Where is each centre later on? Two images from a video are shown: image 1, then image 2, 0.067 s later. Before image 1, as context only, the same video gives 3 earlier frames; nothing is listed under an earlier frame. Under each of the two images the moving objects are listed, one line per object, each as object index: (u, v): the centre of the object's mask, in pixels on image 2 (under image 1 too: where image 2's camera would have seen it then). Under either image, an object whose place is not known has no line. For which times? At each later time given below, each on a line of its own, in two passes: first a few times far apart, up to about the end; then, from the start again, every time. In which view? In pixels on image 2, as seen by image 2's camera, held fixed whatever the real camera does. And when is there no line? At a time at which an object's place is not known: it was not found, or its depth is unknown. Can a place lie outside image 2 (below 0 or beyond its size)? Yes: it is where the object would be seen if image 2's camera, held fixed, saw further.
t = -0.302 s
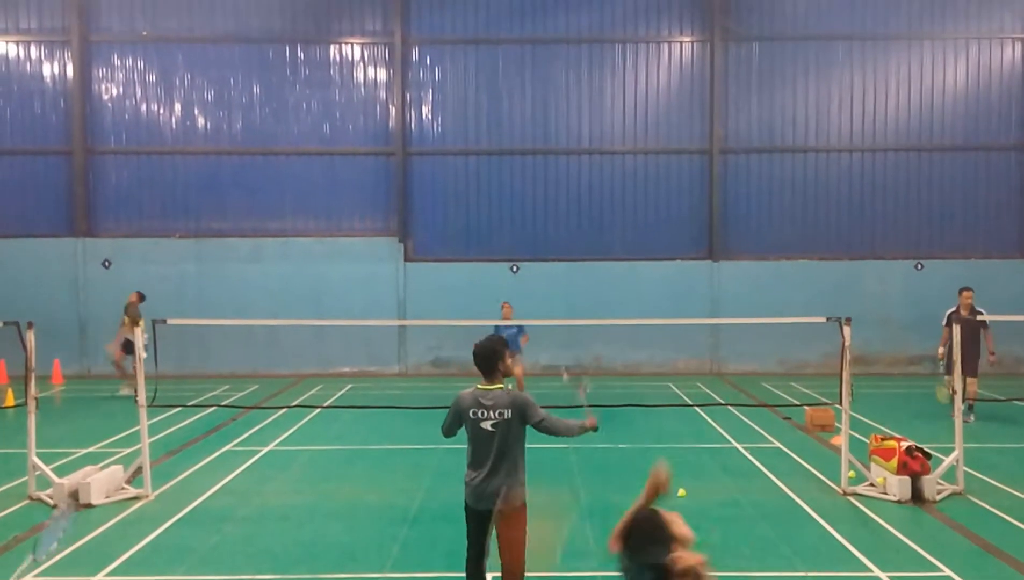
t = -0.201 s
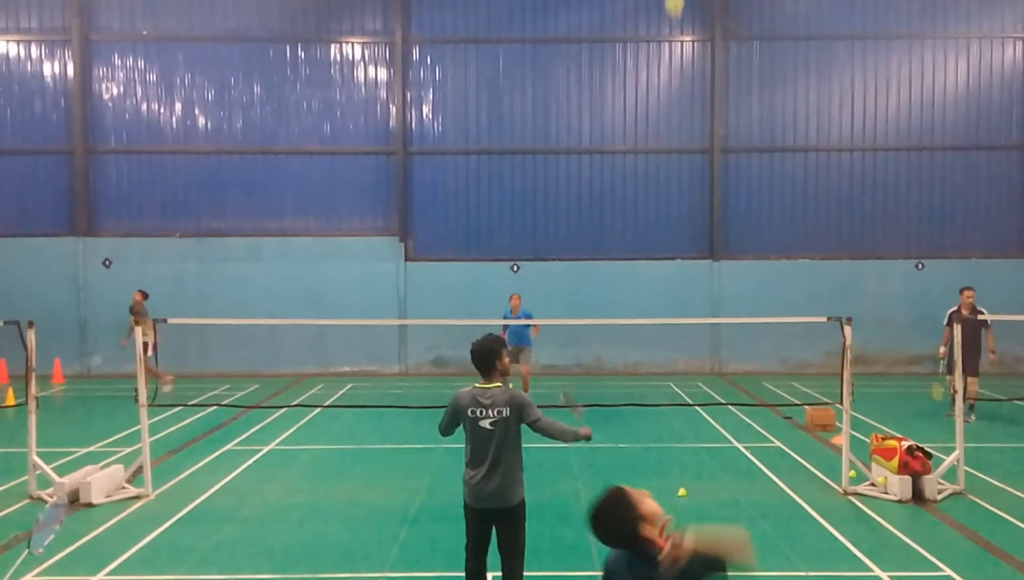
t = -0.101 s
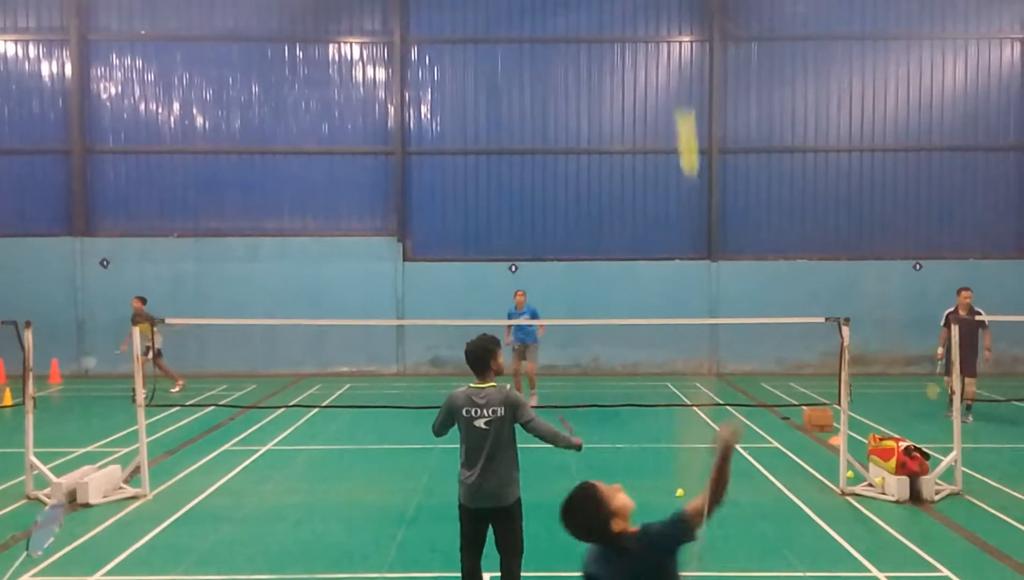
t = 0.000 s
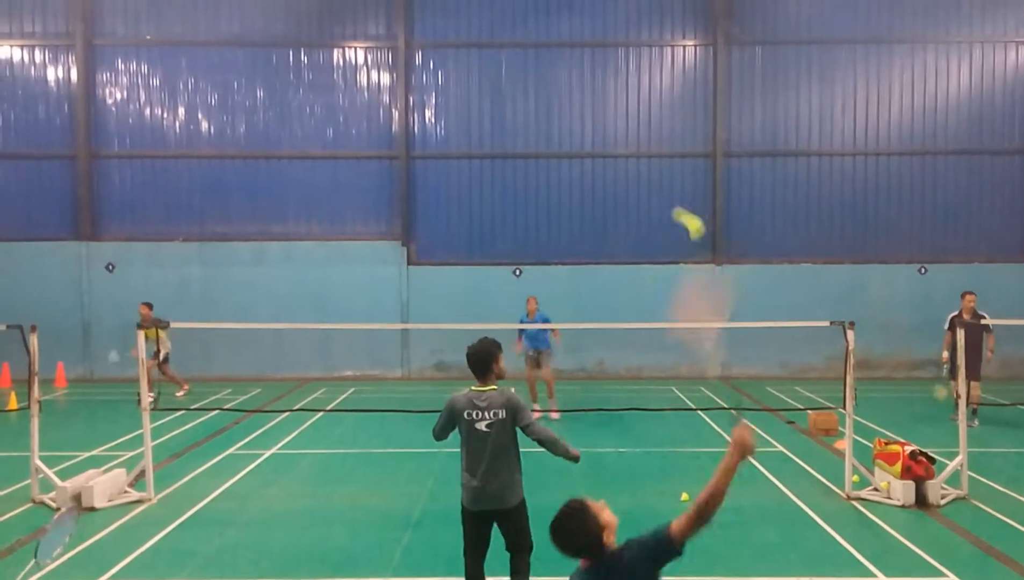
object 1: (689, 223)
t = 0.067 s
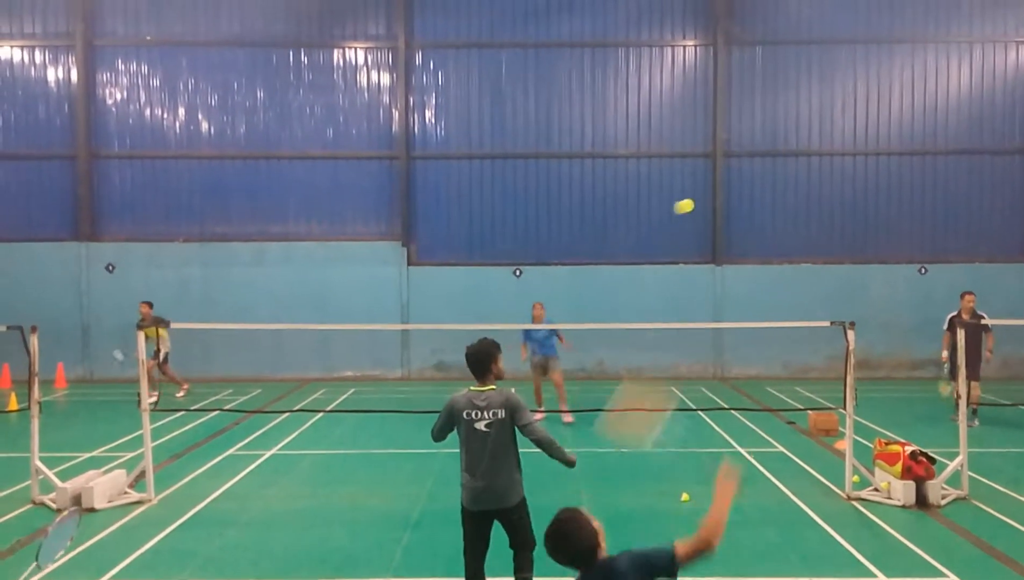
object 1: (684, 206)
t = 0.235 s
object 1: (681, 217)
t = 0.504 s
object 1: (680, 272)
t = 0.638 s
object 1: (680, 311)
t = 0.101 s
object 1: (687, 205)
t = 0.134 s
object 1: (682, 209)
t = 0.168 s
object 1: (681, 211)
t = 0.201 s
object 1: (681, 213)
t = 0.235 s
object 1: (681, 217)
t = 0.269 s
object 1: (681, 222)
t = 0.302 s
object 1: (681, 228)
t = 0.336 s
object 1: (680, 234)
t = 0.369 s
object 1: (680, 241)
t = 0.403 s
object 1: (680, 249)
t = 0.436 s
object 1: (680, 257)
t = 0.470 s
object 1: (680, 265)
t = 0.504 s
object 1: (680, 272)
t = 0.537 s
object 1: (680, 283)
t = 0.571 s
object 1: (679, 291)
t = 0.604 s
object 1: (679, 301)
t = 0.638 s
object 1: (680, 311)
